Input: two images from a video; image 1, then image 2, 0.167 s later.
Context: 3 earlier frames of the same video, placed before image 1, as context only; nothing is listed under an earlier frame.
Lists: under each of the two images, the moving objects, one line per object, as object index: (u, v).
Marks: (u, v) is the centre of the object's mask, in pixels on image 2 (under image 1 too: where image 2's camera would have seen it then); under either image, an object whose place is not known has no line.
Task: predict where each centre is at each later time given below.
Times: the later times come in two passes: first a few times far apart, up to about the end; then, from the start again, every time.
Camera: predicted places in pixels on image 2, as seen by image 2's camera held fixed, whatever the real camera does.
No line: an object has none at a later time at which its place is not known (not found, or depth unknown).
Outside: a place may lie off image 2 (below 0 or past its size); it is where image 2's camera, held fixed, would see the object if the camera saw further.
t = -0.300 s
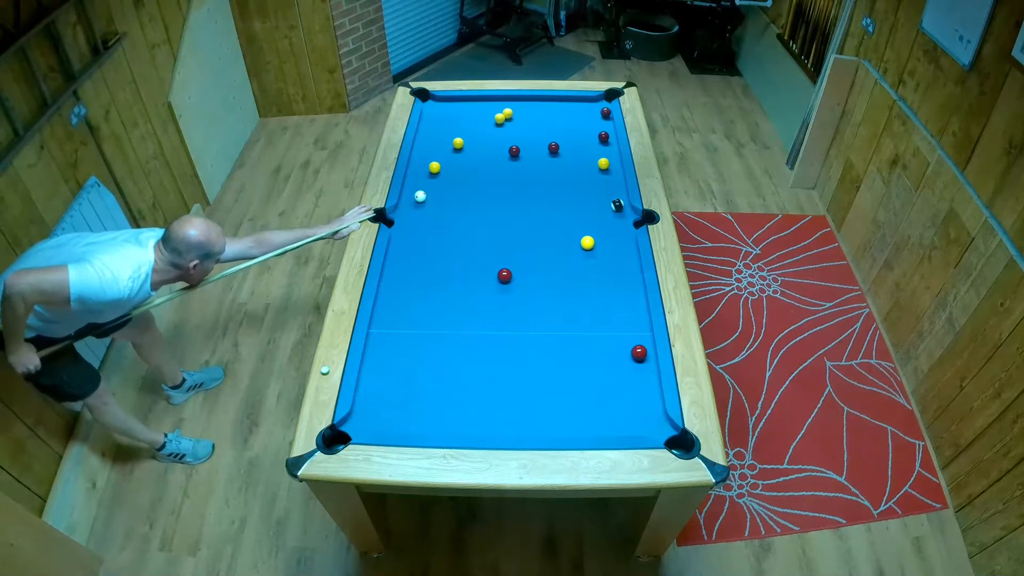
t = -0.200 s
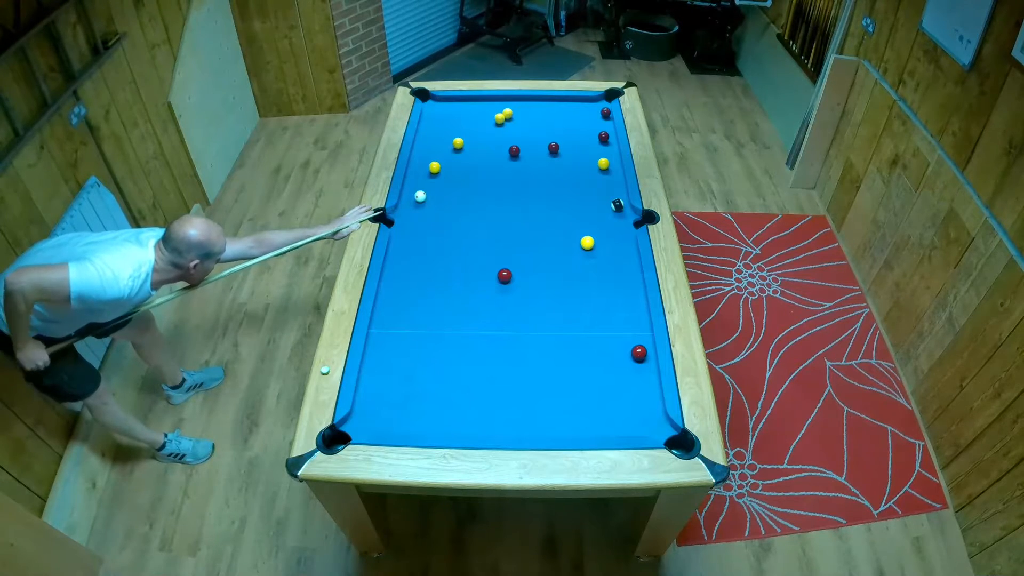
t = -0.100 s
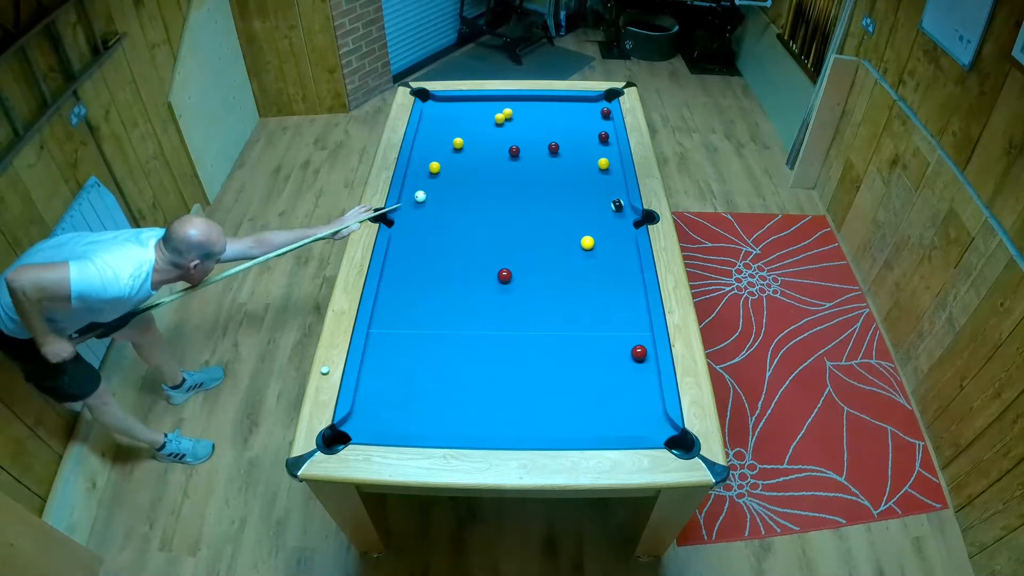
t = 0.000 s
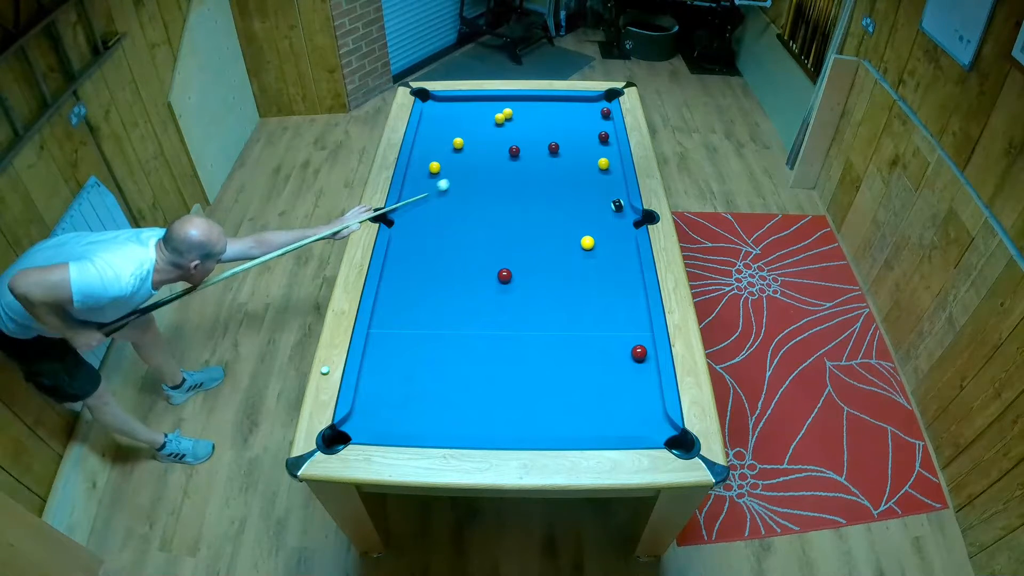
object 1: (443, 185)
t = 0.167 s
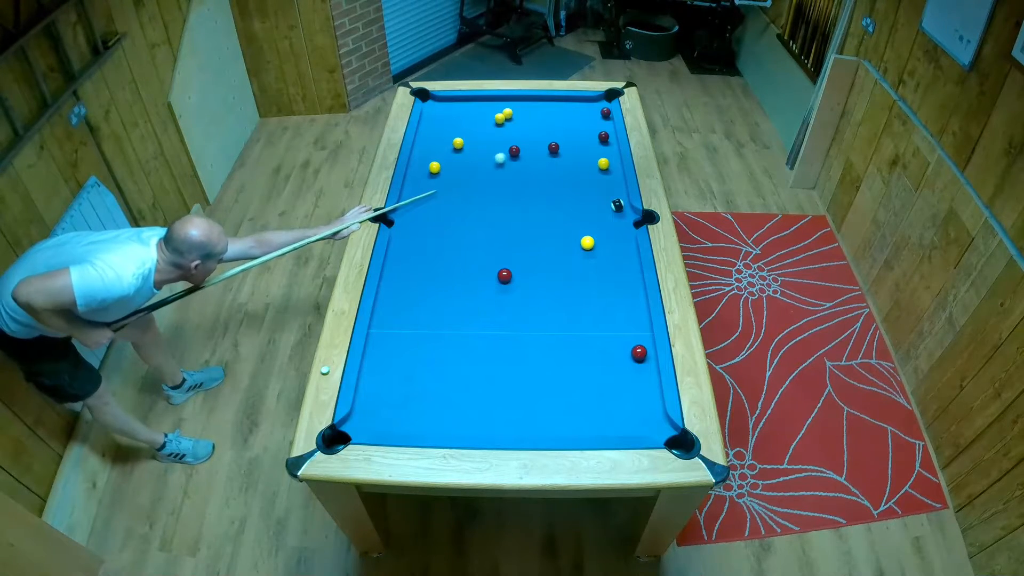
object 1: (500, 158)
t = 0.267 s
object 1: (507, 157)
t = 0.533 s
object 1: (515, 157)
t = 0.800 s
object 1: (523, 157)
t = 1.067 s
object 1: (529, 157)
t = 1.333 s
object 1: (533, 157)
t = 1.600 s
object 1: (535, 158)
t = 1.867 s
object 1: (536, 158)
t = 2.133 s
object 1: (536, 158)
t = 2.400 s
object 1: (536, 158)
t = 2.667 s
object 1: (536, 158)
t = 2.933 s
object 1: (536, 158)
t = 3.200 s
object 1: (536, 158)
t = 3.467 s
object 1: (536, 158)
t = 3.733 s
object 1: (536, 158)
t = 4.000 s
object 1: (536, 158)
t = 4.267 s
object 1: (536, 158)
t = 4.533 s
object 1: (536, 158)
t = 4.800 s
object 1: (536, 158)
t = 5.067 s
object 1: (536, 158)
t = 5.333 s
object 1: (536, 158)
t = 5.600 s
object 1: (536, 158)
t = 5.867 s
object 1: (536, 158)
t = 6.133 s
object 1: (536, 158)
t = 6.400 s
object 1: (536, 158)
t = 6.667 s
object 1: (536, 158)
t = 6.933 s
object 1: (536, 158)
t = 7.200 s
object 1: (536, 158)
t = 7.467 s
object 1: (536, 158)
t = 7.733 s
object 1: (536, 158)
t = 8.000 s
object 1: (536, 158)
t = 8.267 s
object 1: (536, 157)
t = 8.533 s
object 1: (536, 157)
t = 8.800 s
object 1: (536, 158)
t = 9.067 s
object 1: (536, 157)
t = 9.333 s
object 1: (536, 158)
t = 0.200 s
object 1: (506, 156)
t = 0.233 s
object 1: (506, 156)
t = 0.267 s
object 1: (507, 157)
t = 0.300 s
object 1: (508, 157)
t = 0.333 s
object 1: (509, 157)
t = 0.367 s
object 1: (510, 157)
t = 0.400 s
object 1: (511, 157)
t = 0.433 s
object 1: (512, 157)
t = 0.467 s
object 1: (513, 157)
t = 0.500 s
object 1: (515, 157)
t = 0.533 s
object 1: (515, 157)
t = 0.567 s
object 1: (517, 157)
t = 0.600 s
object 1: (517, 157)
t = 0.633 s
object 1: (518, 157)
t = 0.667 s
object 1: (519, 157)
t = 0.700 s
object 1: (520, 157)
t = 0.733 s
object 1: (521, 157)
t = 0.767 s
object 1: (522, 157)
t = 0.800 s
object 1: (523, 157)
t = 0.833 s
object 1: (524, 157)
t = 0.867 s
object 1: (524, 157)
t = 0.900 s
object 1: (525, 157)
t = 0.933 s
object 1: (526, 157)
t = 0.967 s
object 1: (526, 157)
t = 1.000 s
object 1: (527, 157)
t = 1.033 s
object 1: (528, 157)
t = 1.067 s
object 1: (529, 157)
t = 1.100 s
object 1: (529, 157)
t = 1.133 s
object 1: (530, 157)
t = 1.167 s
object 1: (530, 157)
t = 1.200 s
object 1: (531, 157)
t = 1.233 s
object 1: (531, 157)
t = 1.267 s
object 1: (532, 157)
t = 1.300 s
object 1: (532, 157)
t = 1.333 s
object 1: (533, 157)
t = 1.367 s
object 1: (533, 157)
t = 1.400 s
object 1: (534, 157)
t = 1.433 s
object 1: (534, 157)
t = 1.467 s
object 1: (534, 157)
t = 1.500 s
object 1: (535, 157)
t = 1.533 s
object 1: (535, 157)
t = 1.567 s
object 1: (535, 157)
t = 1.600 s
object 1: (535, 158)
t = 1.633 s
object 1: (536, 158)
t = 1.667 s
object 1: (536, 158)
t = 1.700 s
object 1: (536, 158)
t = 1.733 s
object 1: (536, 158)
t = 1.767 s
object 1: (536, 158)
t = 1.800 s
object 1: (536, 158)
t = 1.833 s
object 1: (536, 158)
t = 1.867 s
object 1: (536, 158)
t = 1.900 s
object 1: (536, 158)
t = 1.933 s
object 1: (536, 158)
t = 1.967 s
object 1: (536, 158)
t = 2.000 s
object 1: (536, 158)
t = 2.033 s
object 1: (536, 158)
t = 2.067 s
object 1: (536, 158)
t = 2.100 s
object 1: (536, 158)
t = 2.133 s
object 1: (536, 158)
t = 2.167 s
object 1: (536, 158)
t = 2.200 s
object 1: (536, 158)
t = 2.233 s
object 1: (536, 158)
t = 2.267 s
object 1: (536, 158)
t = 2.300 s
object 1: (536, 158)
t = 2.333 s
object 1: (536, 158)
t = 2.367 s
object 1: (536, 158)
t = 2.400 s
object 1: (536, 158)
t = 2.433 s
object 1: (536, 158)
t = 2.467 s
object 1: (536, 158)
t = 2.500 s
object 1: (536, 158)
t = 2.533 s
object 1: (536, 158)
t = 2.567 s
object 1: (536, 158)
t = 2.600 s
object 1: (536, 158)
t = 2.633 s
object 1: (536, 158)
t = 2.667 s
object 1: (536, 158)
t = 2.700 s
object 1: (536, 158)
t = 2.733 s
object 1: (536, 158)
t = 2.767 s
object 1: (536, 158)
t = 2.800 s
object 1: (536, 158)
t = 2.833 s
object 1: (536, 158)
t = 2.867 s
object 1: (536, 158)
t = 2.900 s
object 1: (536, 158)
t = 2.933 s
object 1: (536, 158)
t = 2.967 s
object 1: (536, 158)
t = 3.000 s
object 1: (536, 158)
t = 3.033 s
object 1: (536, 158)
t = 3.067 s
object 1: (536, 158)
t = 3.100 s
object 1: (536, 158)
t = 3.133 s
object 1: (536, 158)
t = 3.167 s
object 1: (536, 158)
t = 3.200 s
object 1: (536, 158)
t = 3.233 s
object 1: (536, 158)
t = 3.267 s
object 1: (536, 158)
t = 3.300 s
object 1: (536, 158)
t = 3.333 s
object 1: (536, 158)
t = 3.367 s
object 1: (536, 158)
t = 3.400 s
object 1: (536, 158)
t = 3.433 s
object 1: (536, 158)
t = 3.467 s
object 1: (536, 158)
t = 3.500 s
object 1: (536, 158)
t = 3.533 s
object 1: (536, 158)
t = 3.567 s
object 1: (536, 158)
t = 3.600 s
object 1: (536, 158)
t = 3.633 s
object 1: (536, 158)
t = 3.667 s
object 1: (536, 158)
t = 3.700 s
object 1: (536, 158)
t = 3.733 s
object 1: (536, 158)
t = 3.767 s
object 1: (536, 158)
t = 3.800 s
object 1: (536, 158)
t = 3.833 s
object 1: (536, 158)
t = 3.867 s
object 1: (536, 158)
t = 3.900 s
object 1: (536, 158)
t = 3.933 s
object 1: (536, 158)
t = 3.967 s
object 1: (536, 158)
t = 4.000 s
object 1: (536, 158)
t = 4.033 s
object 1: (536, 158)
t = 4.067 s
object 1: (536, 158)
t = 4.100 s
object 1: (536, 158)
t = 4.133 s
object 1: (536, 158)
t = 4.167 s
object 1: (536, 158)
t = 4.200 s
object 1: (536, 158)
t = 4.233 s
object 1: (536, 158)
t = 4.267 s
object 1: (536, 158)
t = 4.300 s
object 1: (536, 158)
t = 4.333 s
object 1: (536, 158)
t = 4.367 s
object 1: (536, 158)
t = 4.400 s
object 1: (536, 158)
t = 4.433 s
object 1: (536, 158)
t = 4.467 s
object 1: (536, 158)
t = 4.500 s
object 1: (536, 158)
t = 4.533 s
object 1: (536, 158)
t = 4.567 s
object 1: (536, 158)
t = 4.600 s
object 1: (536, 158)
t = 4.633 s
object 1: (536, 158)
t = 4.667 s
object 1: (536, 158)
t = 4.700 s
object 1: (536, 158)
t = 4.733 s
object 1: (536, 158)
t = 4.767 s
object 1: (536, 158)
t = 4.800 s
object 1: (536, 158)
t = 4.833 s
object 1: (536, 158)
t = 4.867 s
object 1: (536, 158)
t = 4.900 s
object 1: (536, 158)
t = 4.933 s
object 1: (536, 158)
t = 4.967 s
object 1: (536, 158)
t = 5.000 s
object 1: (536, 158)
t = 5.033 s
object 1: (536, 158)
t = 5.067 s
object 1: (536, 158)
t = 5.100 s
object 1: (536, 158)
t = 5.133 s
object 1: (536, 158)
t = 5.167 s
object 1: (536, 158)
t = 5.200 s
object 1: (536, 158)
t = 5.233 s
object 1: (536, 158)
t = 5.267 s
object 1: (536, 158)
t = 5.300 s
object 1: (536, 158)
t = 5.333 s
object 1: (536, 158)
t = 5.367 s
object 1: (536, 158)
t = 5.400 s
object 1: (536, 158)
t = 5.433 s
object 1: (536, 158)
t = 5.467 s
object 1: (536, 158)
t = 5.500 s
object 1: (536, 158)
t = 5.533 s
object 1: (536, 158)
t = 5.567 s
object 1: (536, 158)
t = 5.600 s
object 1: (536, 158)
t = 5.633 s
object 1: (536, 158)
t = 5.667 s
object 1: (536, 158)
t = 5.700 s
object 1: (536, 158)
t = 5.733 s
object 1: (536, 158)
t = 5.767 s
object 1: (536, 158)
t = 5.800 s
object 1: (536, 158)
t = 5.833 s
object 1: (536, 158)
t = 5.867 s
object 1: (536, 158)
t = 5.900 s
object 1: (536, 158)
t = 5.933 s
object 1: (536, 158)
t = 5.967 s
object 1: (536, 158)
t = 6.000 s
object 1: (536, 158)
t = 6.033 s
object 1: (536, 158)
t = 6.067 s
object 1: (536, 158)
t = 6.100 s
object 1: (536, 158)
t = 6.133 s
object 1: (536, 158)
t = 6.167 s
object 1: (536, 158)
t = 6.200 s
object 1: (536, 158)
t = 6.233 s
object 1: (536, 158)
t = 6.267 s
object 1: (536, 158)
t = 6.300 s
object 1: (536, 158)
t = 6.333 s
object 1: (536, 158)
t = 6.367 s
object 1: (536, 158)
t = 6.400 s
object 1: (536, 158)
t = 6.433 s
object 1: (536, 158)
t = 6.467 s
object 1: (536, 158)
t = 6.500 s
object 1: (536, 158)
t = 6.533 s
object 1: (536, 158)
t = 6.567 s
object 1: (536, 158)
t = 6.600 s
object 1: (536, 158)
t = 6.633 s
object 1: (536, 158)
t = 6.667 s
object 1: (536, 158)
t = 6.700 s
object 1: (536, 157)
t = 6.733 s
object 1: (536, 158)
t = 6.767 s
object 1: (536, 158)
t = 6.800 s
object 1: (536, 158)
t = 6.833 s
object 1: (536, 158)
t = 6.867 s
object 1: (536, 158)
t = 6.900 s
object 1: (536, 158)
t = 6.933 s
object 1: (536, 158)
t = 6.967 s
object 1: (536, 158)
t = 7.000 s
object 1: (536, 158)
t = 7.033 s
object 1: (536, 157)
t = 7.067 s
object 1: (536, 158)
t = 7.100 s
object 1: (536, 158)
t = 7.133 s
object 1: (536, 158)
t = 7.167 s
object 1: (536, 158)
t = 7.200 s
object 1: (536, 158)
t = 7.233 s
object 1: (536, 158)
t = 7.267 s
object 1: (536, 158)
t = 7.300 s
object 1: (536, 158)
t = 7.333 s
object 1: (536, 158)
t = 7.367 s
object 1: (536, 158)
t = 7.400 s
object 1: (536, 158)
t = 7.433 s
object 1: (536, 158)
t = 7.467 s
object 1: (536, 158)
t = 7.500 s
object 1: (536, 158)
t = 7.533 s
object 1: (536, 158)
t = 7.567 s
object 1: (536, 158)
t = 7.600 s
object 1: (536, 158)
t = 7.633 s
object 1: (536, 158)
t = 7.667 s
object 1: (536, 158)
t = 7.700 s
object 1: (536, 158)
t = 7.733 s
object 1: (536, 158)
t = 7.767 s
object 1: (536, 158)
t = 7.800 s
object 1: (536, 158)
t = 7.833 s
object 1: (536, 158)
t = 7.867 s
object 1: (536, 158)
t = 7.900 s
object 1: (536, 158)
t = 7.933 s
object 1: (536, 158)
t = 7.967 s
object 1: (536, 158)
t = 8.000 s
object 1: (536, 158)
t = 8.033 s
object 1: (536, 158)
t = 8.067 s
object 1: (536, 158)
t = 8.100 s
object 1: (536, 157)
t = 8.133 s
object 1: (536, 158)
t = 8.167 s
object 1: (536, 158)
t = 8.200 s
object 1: (536, 157)
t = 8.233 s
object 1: (536, 157)
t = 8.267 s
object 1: (536, 157)
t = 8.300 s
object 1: (536, 157)
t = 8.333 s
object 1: (536, 158)
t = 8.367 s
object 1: (536, 157)
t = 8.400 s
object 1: (536, 157)
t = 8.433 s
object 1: (536, 157)
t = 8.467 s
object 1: (536, 157)
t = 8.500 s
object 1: (536, 158)
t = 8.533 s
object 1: (536, 157)
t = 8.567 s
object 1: (536, 158)
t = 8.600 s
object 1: (536, 158)
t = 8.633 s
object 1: (536, 157)
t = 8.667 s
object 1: (536, 157)
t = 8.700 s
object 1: (536, 157)
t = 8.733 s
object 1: (536, 157)
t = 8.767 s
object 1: (536, 158)
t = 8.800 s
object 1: (536, 158)
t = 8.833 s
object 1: (536, 157)
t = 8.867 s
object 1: (536, 158)
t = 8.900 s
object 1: (536, 157)
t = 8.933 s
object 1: (536, 158)
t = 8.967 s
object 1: (536, 158)
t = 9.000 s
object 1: (536, 157)
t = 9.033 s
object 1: (536, 157)
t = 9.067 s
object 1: (536, 157)
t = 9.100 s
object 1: (536, 157)
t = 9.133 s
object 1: (536, 158)
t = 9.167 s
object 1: (536, 158)
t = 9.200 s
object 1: (536, 158)
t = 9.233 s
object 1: (536, 158)
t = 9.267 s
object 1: (536, 158)
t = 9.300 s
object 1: (536, 158)
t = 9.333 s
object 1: (536, 158)
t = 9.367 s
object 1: (536, 158)
